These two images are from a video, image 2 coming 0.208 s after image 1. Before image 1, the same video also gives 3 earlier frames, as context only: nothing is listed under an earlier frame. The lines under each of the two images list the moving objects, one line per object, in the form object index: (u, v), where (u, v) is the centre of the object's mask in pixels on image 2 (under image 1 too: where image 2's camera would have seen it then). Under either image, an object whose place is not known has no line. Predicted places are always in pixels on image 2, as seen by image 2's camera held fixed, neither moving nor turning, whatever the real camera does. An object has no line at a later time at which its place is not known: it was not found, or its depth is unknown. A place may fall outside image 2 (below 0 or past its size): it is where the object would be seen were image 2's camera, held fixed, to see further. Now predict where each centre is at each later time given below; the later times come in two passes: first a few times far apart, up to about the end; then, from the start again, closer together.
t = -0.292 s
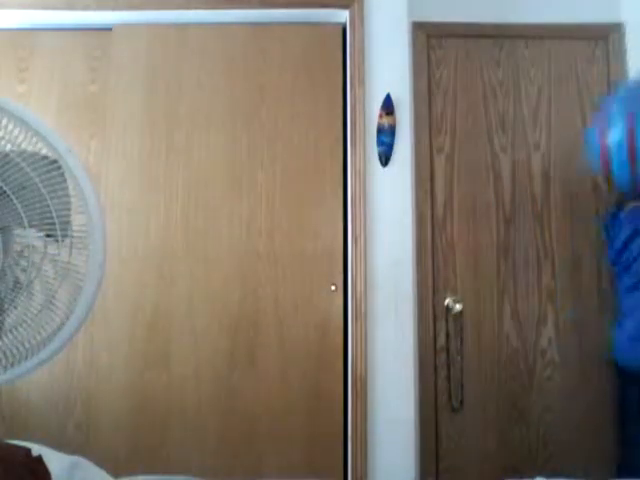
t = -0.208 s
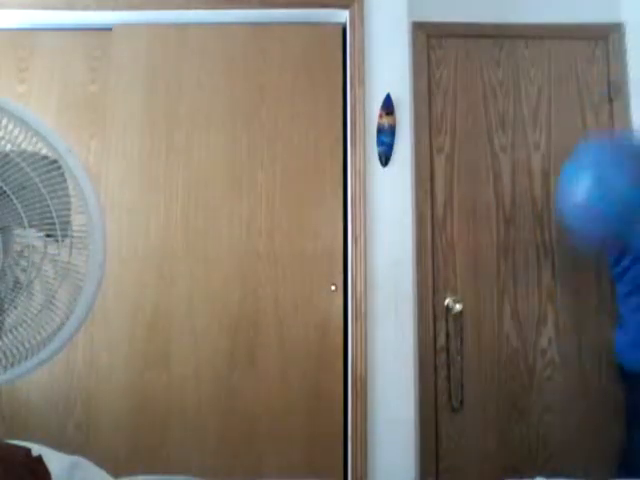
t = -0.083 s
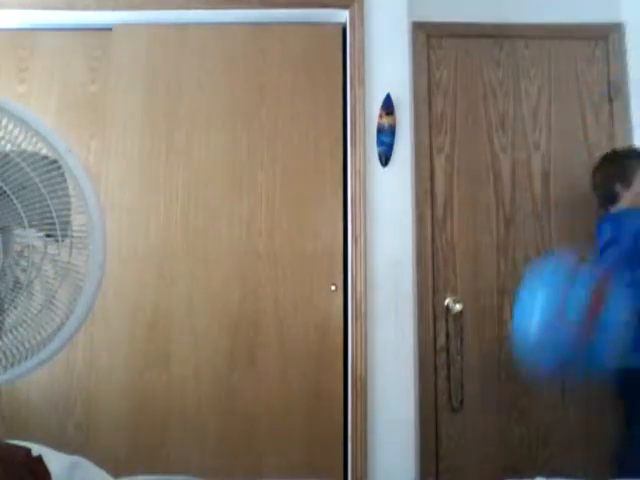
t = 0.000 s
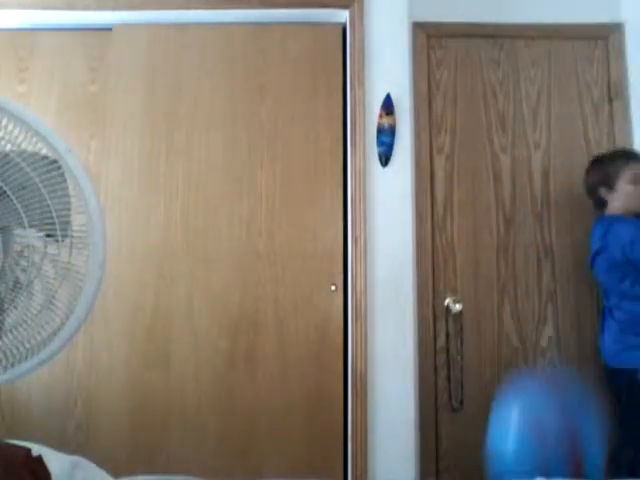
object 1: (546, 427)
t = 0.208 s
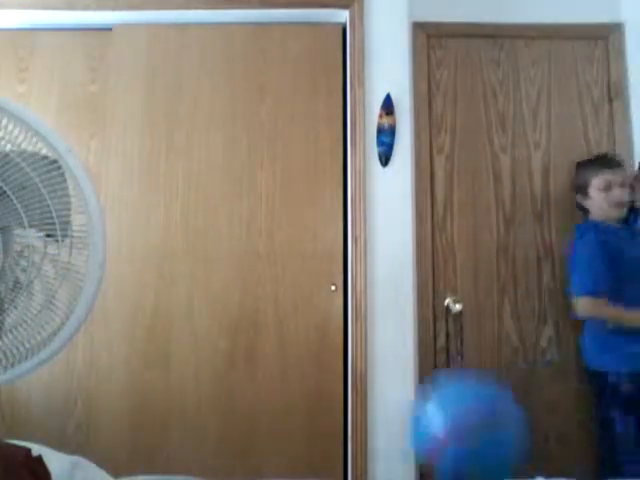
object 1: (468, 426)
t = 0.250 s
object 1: (452, 396)
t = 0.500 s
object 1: (358, 294)
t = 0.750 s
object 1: (266, 357)
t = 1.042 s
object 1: (175, 457)
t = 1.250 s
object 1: (130, 401)
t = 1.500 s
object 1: (79, 420)
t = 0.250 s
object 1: (452, 396)
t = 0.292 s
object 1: (435, 367)
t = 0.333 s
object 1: (420, 344)
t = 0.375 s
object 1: (405, 325)
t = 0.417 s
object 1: (388, 311)
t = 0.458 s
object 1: (373, 300)
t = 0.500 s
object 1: (358, 294)
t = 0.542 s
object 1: (342, 293)
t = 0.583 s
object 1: (327, 296)
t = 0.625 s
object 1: (312, 304)
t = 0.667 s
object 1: (296, 317)
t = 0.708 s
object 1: (282, 333)
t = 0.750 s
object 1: (266, 357)
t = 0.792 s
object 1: (252, 385)
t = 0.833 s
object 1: (237, 417)
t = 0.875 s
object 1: (225, 439)
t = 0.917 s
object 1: (213, 456)
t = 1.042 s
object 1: (175, 457)
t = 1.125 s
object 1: (158, 433)
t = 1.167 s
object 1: (149, 422)
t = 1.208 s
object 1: (139, 409)
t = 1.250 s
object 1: (130, 401)
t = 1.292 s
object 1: (121, 396)
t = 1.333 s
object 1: (112, 395)
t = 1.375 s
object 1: (104, 396)
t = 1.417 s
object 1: (93, 405)
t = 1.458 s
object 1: (86, 412)
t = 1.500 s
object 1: (79, 420)
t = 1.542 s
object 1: (72, 429)
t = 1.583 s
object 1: (68, 441)
